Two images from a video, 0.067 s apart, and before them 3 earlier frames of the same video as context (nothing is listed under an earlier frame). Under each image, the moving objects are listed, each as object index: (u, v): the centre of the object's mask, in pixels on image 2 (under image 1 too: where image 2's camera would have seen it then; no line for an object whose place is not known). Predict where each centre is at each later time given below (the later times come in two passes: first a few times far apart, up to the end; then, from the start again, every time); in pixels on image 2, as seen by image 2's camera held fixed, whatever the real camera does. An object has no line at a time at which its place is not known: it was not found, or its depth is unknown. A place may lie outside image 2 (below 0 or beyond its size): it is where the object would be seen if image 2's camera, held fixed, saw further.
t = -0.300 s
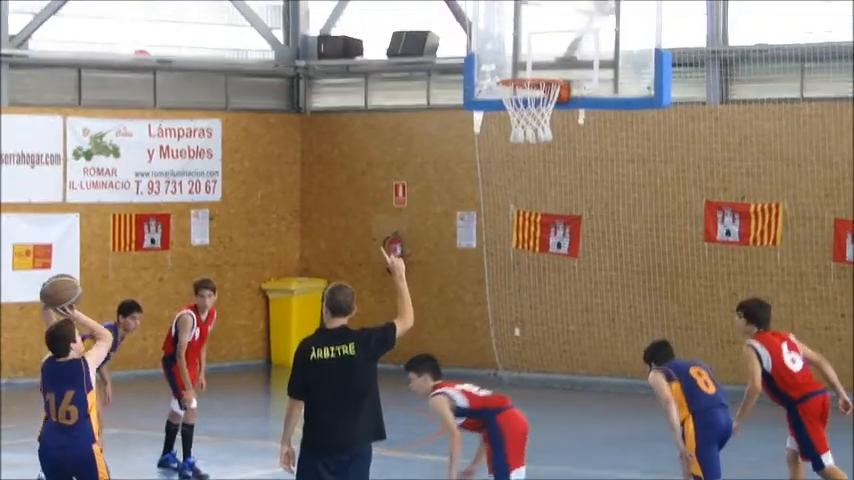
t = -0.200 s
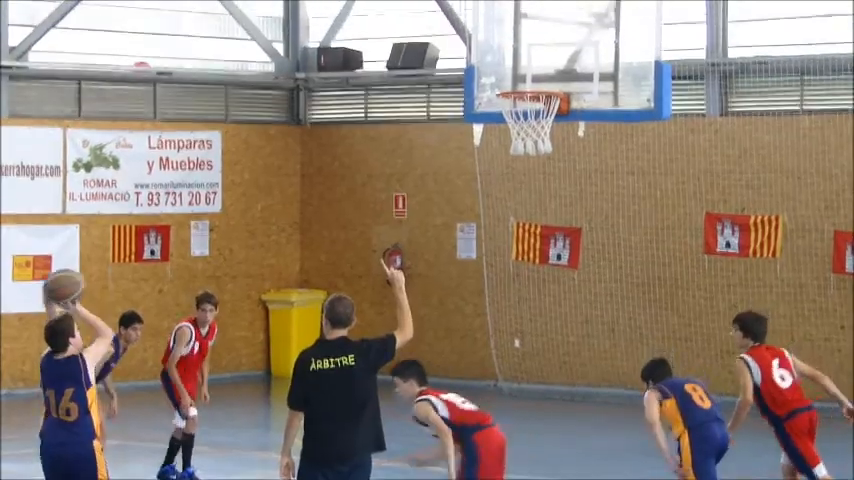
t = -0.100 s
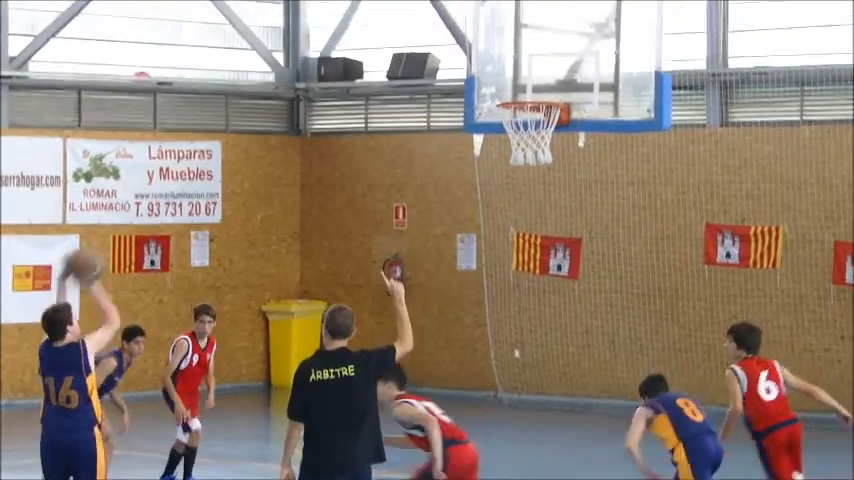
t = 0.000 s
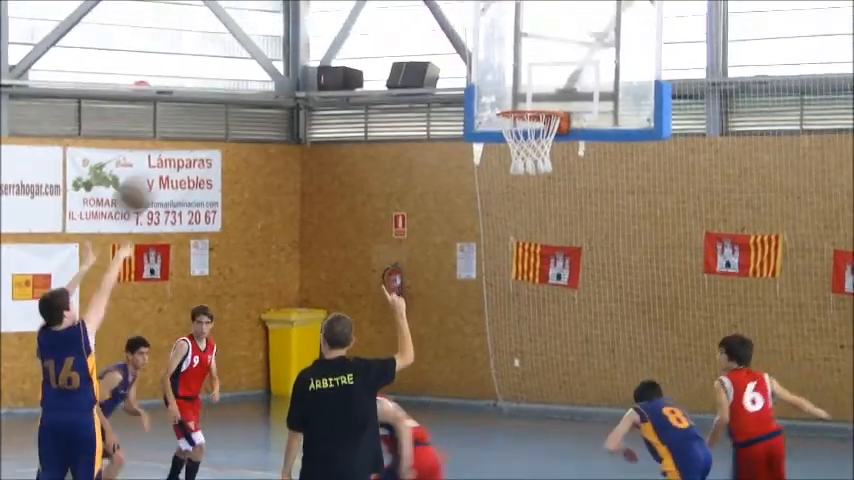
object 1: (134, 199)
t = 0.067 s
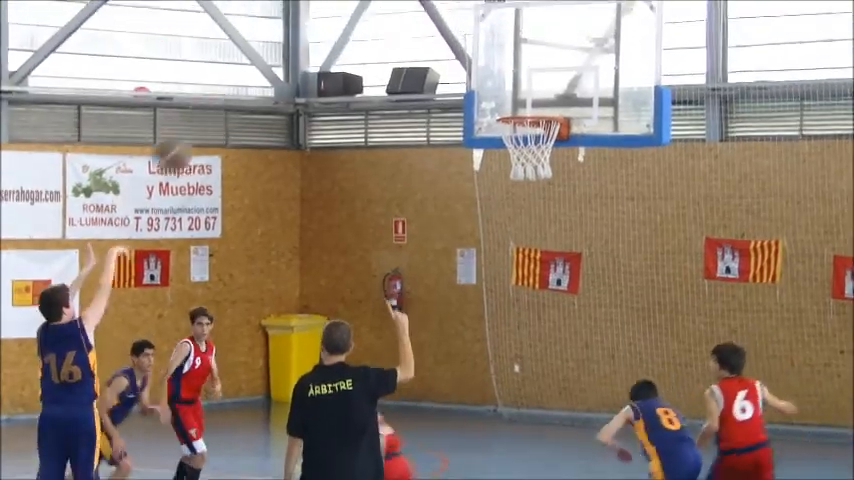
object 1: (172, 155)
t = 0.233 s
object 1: (265, 66)
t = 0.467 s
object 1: (384, 18)
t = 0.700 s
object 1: (496, 46)
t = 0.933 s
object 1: (573, 90)
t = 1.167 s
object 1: (536, 78)
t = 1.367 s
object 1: (503, 128)
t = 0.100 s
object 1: (192, 132)
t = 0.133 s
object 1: (210, 113)
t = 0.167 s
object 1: (226, 98)
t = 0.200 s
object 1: (246, 81)
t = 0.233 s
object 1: (265, 66)
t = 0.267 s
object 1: (282, 55)
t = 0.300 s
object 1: (297, 46)
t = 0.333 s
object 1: (316, 36)
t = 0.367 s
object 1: (335, 29)
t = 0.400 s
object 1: (350, 25)
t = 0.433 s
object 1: (366, 20)
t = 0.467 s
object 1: (384, 18)
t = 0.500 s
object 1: (400, 17)
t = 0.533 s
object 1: (416, 18)
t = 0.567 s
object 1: (432, 21)
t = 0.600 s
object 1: (447, 25)
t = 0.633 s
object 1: (466, 31)
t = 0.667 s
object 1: (483, 38)
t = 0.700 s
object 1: (496, 46)
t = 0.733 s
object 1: (511, 56)
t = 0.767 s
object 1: (526, 67)
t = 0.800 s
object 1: (541, 80)
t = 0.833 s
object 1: (558, 95)
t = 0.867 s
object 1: (569, 102)
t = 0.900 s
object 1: (577, 95)
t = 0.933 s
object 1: (573, 90)
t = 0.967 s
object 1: (568, 83)
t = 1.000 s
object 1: (563, 79)
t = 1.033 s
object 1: (557, 76)
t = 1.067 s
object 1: (552, 74)
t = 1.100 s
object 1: (547, 74)
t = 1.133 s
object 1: (541, 76)
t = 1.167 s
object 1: (536, 78)
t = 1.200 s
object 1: (531, 82)
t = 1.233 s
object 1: (525, 89)
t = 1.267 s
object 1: (520, 97)
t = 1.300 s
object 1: (514, 104)
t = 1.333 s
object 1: (507, 115)
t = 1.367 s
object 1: (503, 128)
